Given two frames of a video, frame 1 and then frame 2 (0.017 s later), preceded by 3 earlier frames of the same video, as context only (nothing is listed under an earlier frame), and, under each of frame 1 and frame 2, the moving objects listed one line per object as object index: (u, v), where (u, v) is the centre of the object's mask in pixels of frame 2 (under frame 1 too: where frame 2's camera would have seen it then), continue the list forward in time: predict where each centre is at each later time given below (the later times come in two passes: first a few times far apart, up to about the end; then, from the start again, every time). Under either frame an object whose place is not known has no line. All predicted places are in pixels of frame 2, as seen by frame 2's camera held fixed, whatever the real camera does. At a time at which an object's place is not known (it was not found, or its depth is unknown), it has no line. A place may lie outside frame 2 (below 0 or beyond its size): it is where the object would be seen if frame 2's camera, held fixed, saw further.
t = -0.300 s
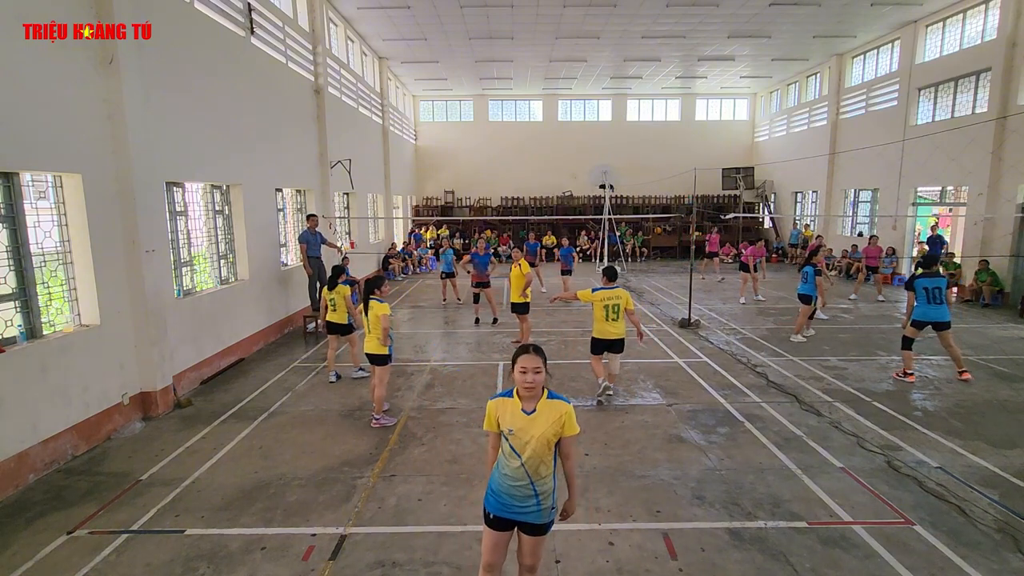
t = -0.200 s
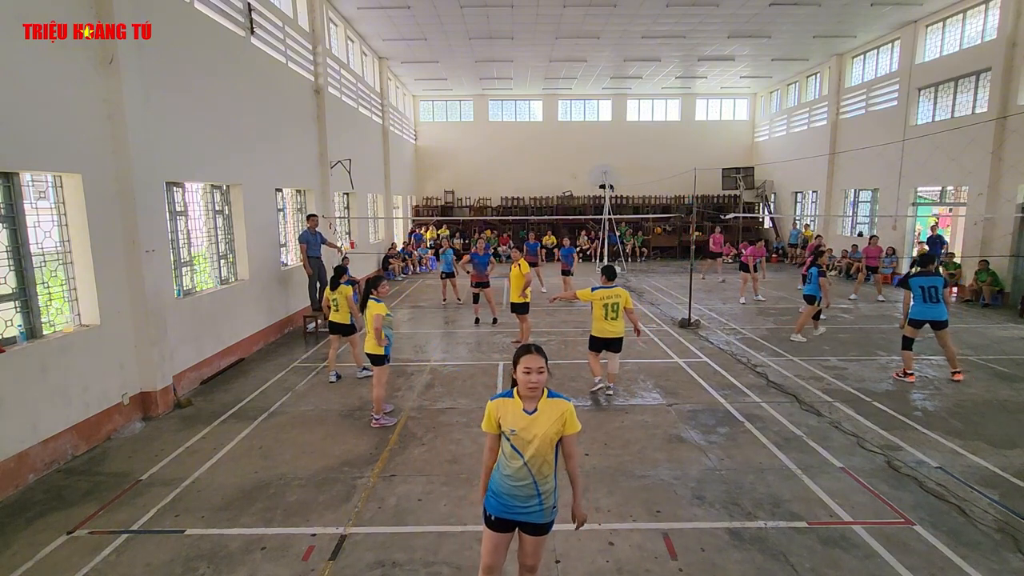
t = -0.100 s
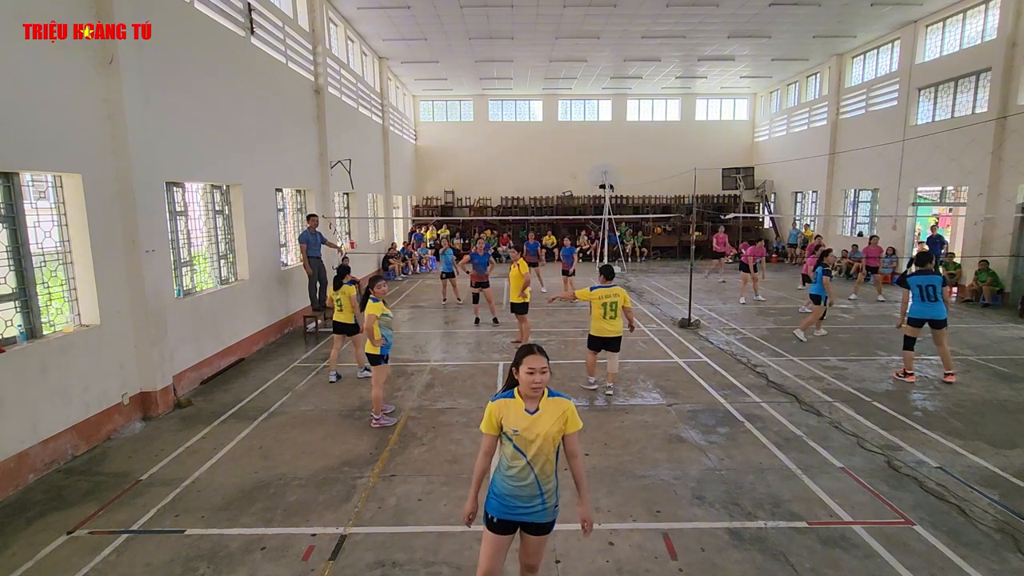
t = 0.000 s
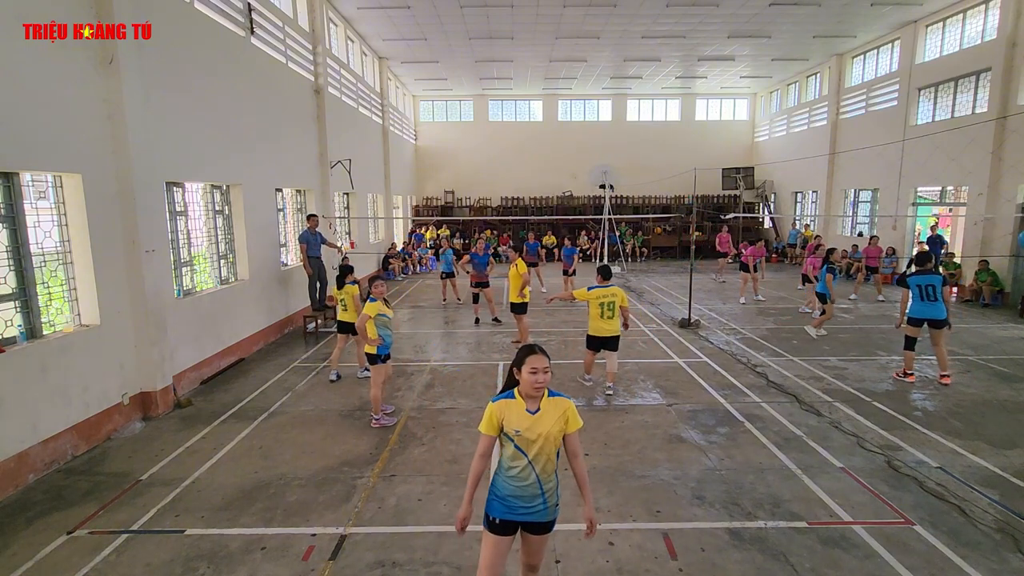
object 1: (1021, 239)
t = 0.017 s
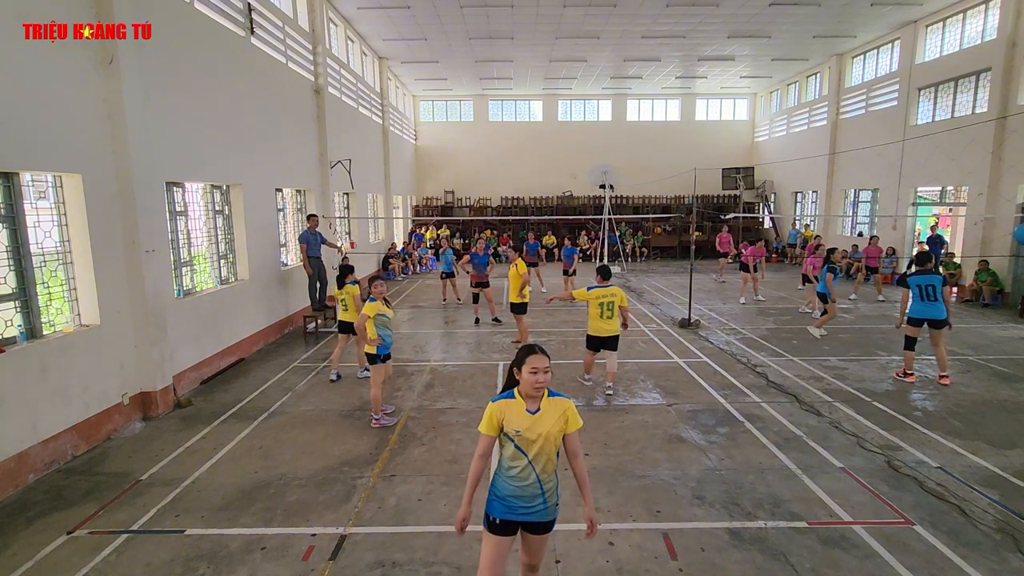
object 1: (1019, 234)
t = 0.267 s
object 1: (955, 184)
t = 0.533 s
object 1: (887, 183)
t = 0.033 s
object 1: (1017, 229)
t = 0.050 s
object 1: (1014, 224)
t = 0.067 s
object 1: (1012, 220)
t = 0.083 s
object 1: (1008, 215)
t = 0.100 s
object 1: (1003, 211)
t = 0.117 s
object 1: (998, 208)
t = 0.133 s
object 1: (993, 204)
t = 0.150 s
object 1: (988, 201)
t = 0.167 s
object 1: (983, 198)
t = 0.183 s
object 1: (979, 195)
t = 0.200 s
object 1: (974, 192)
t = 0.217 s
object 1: (969, 190)
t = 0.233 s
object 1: (964, 188)
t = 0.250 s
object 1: (960, 186)
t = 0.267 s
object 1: (955, 184)
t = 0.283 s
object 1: (951, 183)
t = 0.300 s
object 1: (946, 182)
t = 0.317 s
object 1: (941, 180)
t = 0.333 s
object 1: (937, 180)
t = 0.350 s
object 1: (932, 179)
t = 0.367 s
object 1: (928, 178)
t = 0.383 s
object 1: (924, 178)
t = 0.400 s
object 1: (919, 178)
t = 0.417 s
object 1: (915, 178)
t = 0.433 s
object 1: (911, 178)
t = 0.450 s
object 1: (907, 179)
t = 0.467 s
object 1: (903, 179)
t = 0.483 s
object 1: (899, 180)
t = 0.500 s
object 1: (895, 181)
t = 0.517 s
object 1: (891, 182)
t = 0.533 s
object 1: (887, 183)
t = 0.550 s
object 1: (883, 185)
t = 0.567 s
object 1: (879, 186)
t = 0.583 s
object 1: (875, 188)
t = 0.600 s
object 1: (872, 190)
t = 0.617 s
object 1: (868, 192)
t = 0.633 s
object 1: (864, 194)
